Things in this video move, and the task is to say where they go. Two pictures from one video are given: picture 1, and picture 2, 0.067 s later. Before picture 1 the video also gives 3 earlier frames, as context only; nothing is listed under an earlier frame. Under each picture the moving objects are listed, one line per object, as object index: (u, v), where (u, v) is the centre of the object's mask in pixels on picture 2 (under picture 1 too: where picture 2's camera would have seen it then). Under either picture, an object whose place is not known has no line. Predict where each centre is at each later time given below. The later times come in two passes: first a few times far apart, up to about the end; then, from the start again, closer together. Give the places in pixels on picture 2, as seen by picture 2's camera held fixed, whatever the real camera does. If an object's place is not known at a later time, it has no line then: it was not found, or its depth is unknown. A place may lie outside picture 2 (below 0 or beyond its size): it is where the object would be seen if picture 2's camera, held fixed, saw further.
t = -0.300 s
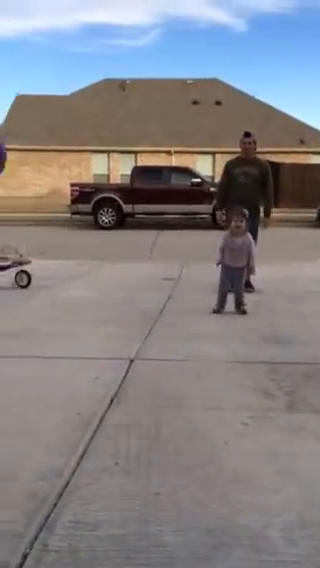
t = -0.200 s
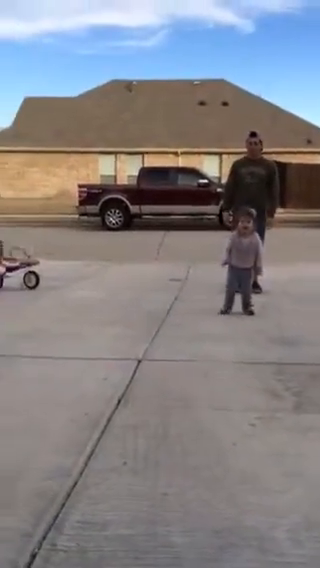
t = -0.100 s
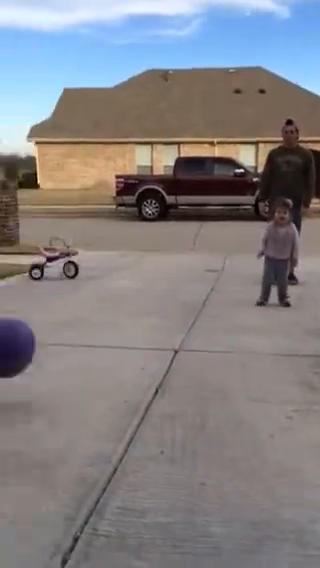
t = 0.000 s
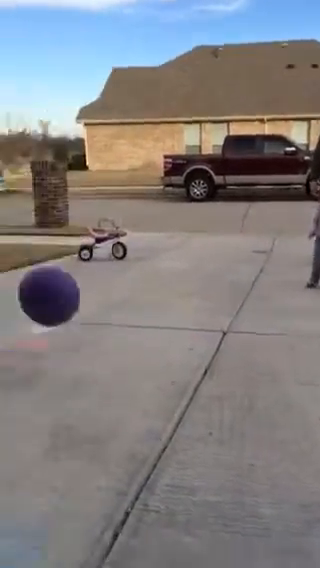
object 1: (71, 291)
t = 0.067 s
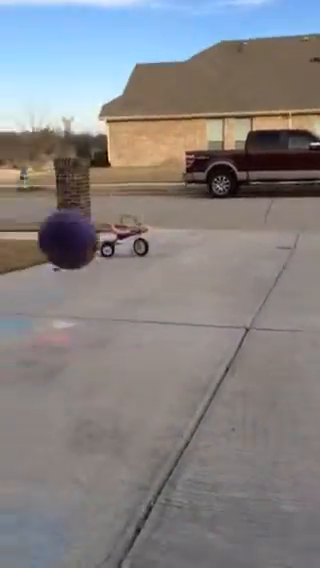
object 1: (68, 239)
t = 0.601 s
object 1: (55, 206)
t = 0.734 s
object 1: (57, 294)
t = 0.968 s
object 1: (56, 234)
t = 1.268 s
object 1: (57, 219)
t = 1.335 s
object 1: (58, 237)
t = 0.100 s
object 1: (68, 217)
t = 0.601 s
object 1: (55, 206)
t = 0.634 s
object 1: (56, 225)
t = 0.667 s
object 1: (55, 248)
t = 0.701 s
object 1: (57, 270)
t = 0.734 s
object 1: (57, 294)
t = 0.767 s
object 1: (57, 319)
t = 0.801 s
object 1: (57, 326)
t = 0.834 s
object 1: (56, 303)
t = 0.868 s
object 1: (56, 283)
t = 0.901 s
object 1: (56, 264)
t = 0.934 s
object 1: (55, 249)
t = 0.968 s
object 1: (56, 234)
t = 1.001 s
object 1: (55, 223)
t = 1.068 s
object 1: (55, 208)
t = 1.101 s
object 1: (55, 205)
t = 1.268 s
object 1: (57, 219)
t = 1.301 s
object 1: (57, 227)
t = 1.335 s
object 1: (58, 237)
